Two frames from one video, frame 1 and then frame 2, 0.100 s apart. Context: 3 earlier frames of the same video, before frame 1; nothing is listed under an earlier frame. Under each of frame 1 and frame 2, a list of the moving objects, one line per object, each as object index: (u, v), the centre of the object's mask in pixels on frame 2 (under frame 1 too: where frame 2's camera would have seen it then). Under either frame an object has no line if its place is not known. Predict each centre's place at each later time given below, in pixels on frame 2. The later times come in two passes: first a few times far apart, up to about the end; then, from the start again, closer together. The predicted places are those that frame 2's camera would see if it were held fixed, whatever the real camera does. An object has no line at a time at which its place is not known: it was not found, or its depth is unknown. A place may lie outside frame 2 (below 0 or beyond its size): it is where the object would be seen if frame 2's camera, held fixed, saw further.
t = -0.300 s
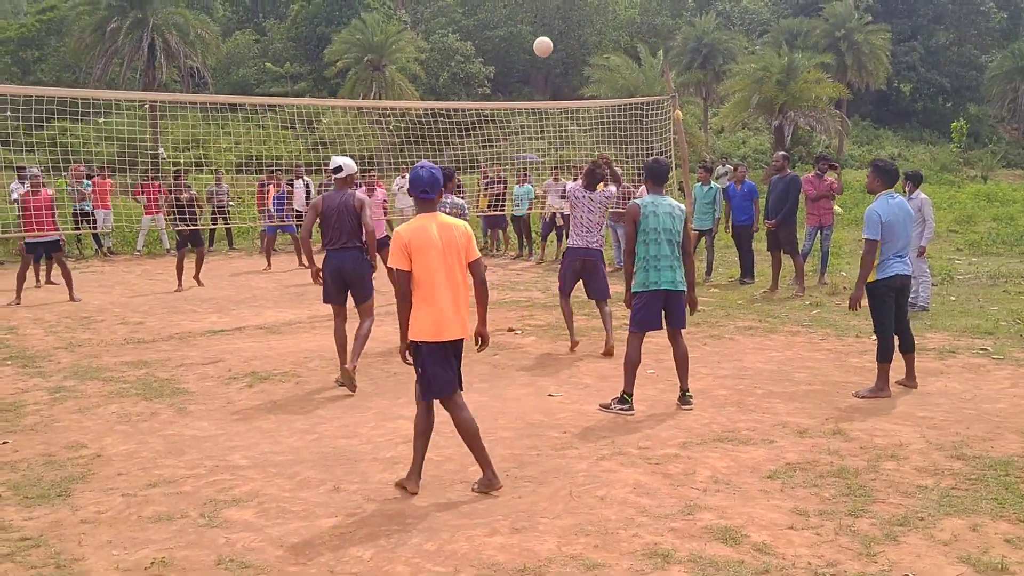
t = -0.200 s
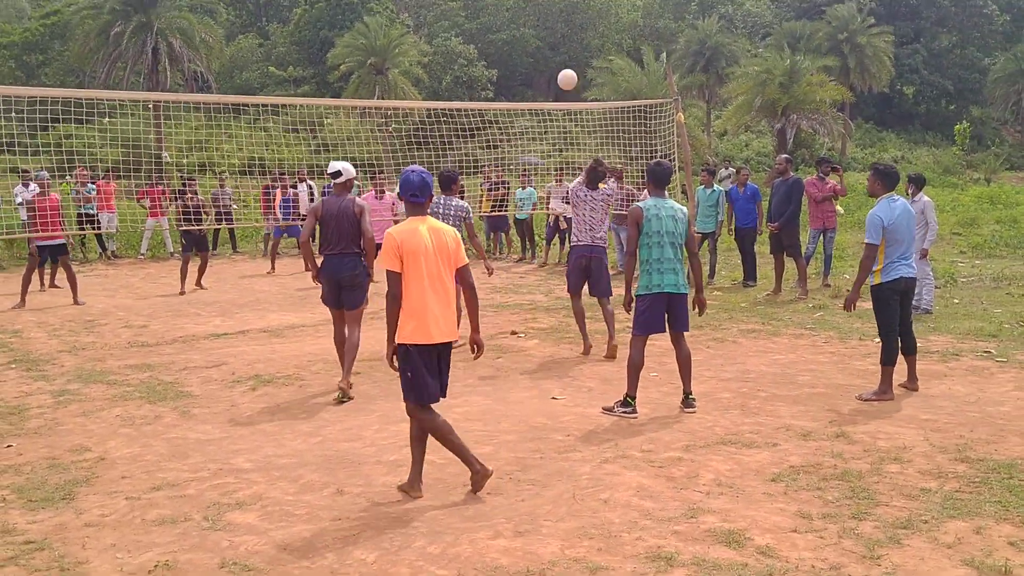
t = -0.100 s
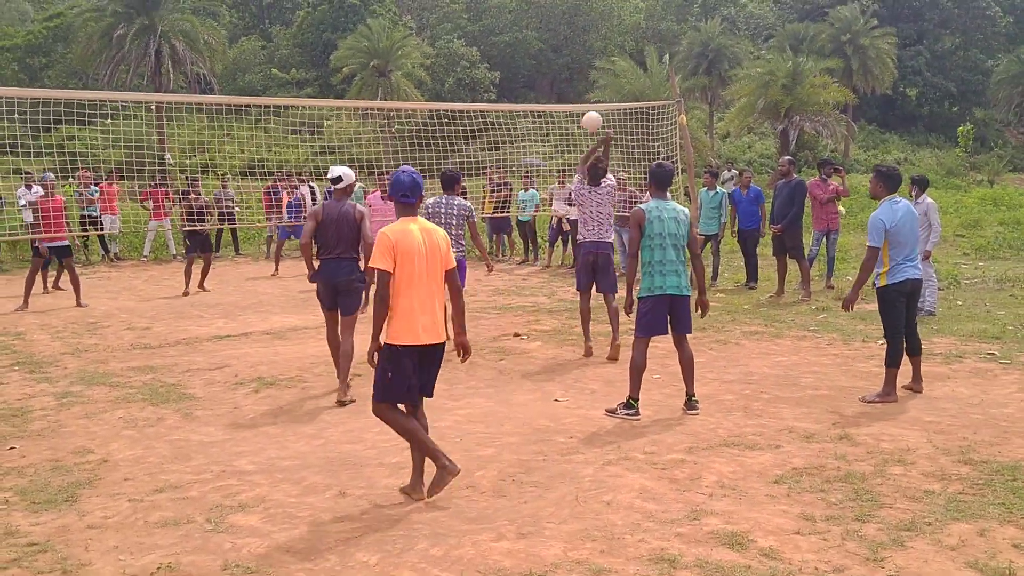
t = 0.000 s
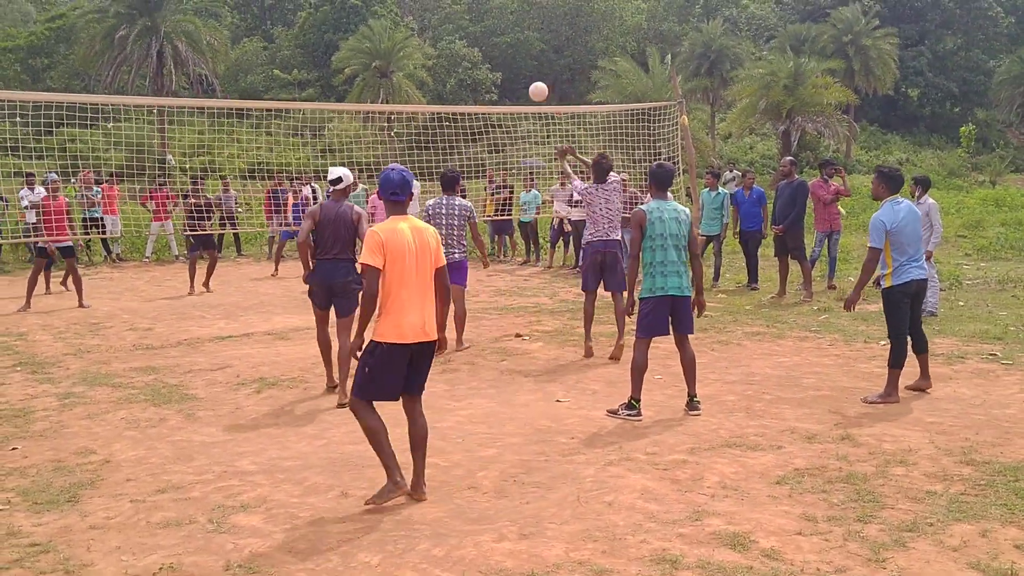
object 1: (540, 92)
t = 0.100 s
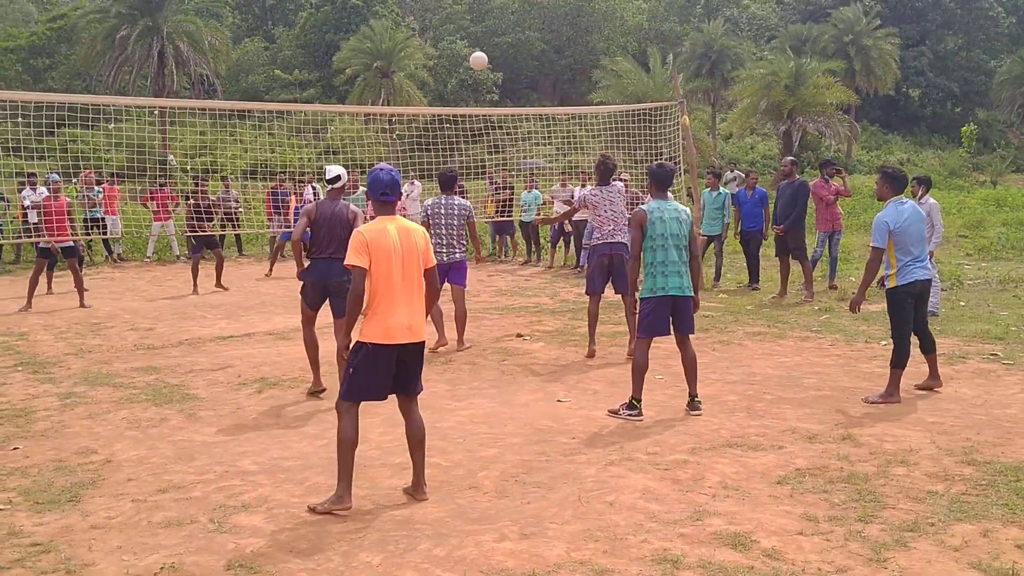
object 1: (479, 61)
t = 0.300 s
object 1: (377, 34)
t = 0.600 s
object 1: (259, 59)
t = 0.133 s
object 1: (460, 54)
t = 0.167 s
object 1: (442, 47)
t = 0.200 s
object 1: (425, 42)
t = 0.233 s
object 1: (408, 39)
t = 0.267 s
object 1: (392, 36)
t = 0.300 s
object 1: (377, 34)
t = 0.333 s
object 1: (362, 34)
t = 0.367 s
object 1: (347, 34)
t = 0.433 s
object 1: (320, 37)
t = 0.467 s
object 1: (307, 40)
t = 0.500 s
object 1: (294, 43)
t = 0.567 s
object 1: (270, 53)
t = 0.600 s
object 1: (259, 59)
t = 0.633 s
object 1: (248, 65)
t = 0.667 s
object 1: (237, 72)
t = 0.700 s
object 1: (226, 80)
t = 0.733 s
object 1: (216, 88)
